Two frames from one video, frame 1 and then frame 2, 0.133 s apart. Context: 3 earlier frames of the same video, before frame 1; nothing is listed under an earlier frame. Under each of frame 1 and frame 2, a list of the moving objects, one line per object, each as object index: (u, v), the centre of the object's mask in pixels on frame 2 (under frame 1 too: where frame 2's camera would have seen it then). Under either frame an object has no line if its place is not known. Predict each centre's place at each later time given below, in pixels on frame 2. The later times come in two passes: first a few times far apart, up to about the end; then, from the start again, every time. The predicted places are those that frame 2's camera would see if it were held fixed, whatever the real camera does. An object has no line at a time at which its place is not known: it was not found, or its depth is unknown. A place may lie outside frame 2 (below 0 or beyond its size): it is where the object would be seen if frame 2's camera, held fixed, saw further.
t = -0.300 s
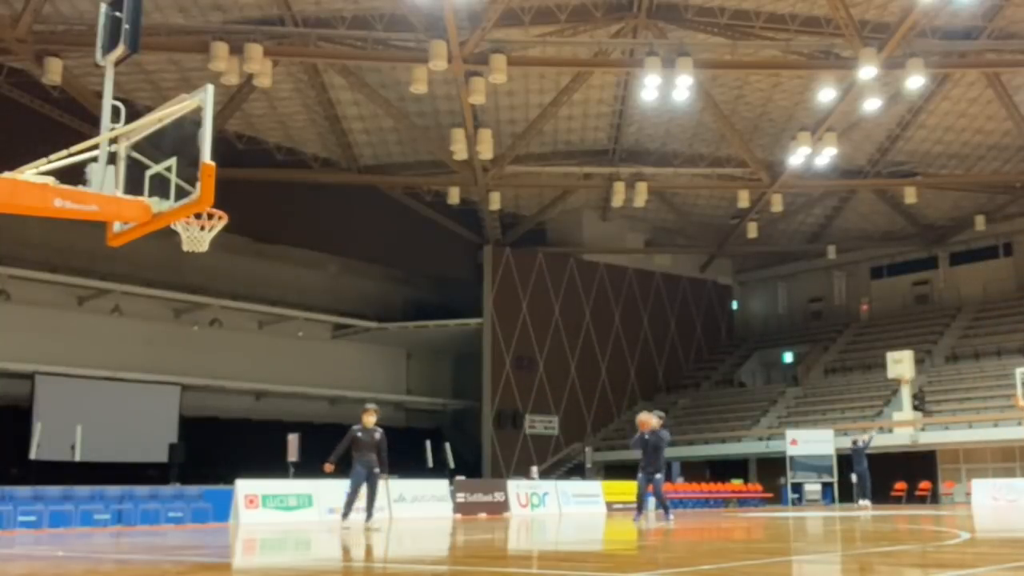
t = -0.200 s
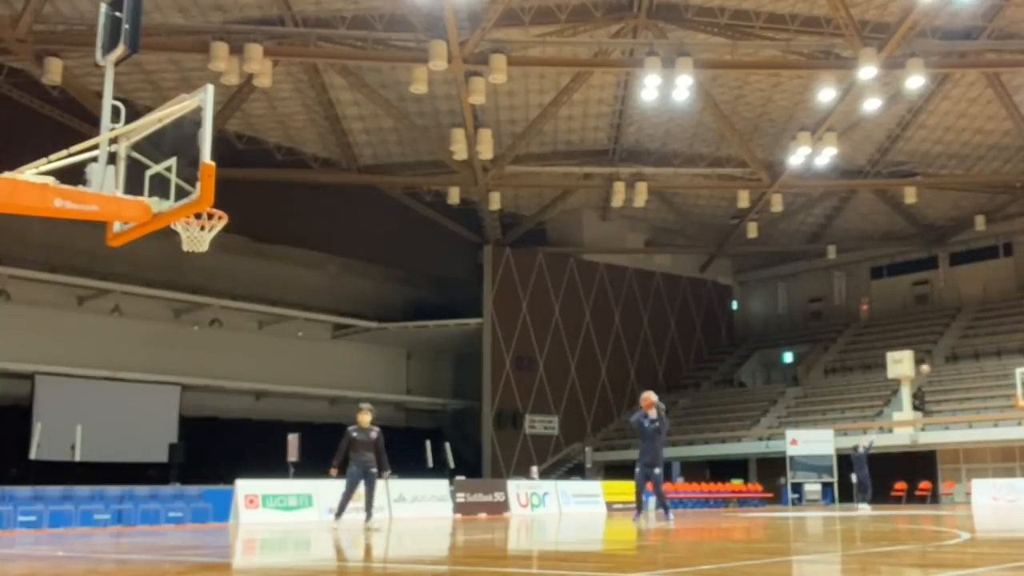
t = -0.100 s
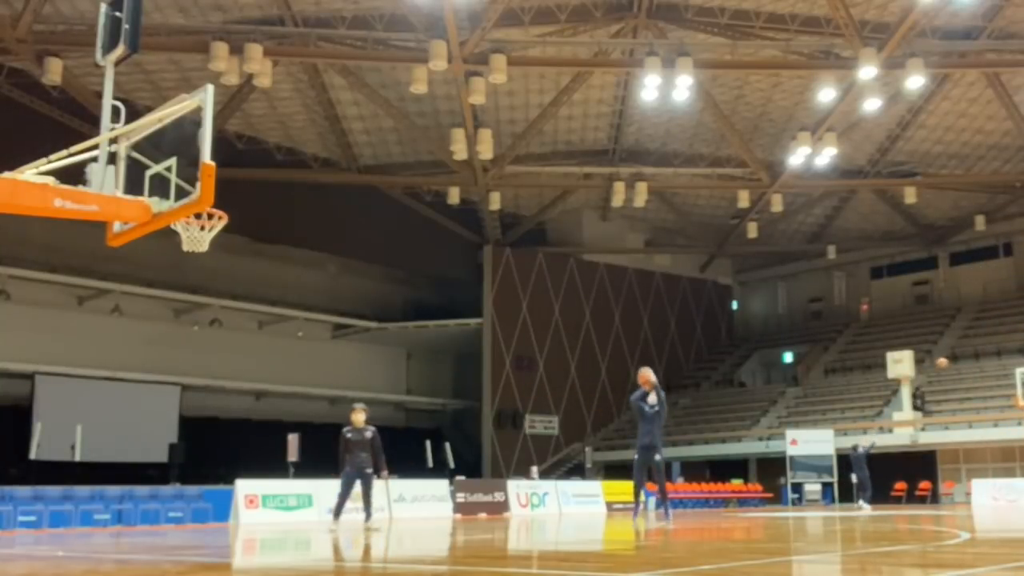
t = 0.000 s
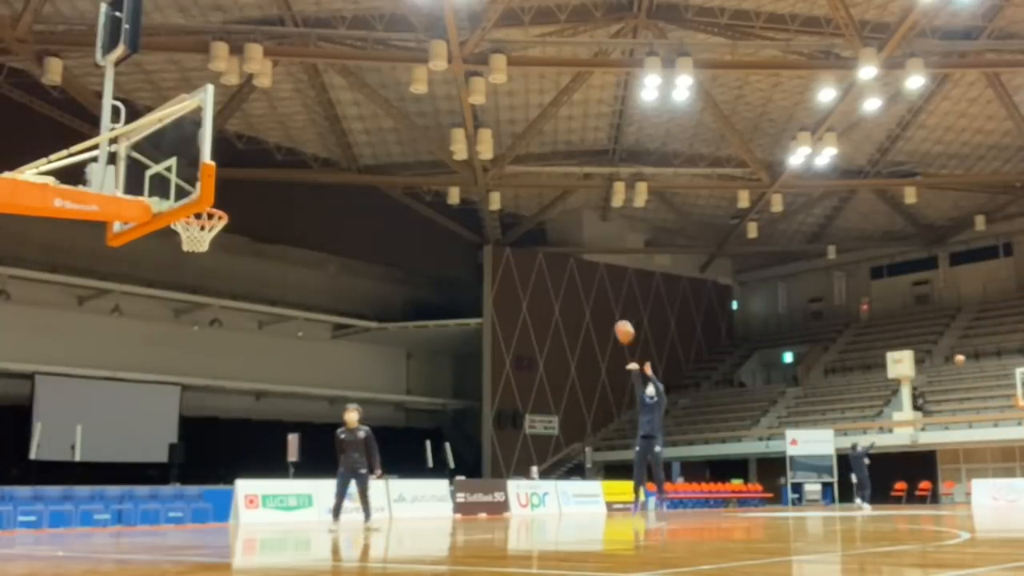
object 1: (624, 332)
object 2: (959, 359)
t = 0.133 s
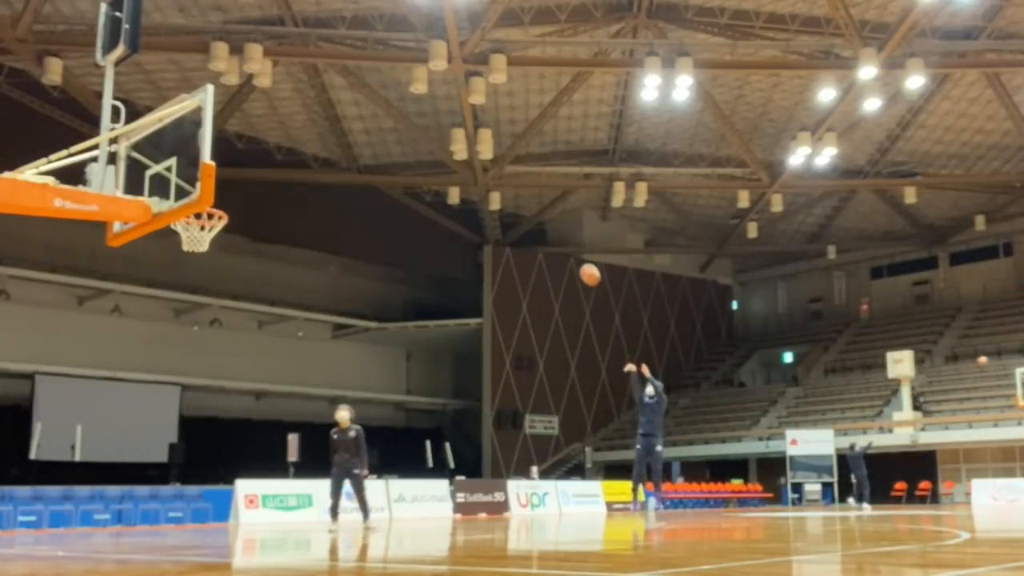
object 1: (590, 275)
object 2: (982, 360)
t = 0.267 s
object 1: (553, 226)
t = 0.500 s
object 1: (483, 164)
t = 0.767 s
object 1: (391, 135)
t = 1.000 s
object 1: (294, 154)
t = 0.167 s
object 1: (581, 262)
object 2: (988, 362)
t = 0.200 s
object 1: (572, 249)
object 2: (993, 363)
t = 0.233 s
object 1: (562, 237)
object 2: (1000, 365)
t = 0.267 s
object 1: (553, 226)
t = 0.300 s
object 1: (543, 215)
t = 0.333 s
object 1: (534, 205)
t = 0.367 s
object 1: (524, 196)
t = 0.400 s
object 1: (514, 187)
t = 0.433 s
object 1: (504, 179)
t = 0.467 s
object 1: (493, 172)
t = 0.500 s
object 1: (483, 164)
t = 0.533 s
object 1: (472, 159)
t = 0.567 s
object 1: (461, 153)
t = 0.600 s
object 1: (450, 148)
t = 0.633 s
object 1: (438, 143)
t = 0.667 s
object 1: (427, 140)
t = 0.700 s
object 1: (415, 138)
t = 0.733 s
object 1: (404, 136)
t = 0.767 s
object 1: (391, 135)
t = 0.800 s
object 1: (378, 134)
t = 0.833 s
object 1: (365, 136)
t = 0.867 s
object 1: (351, 138)
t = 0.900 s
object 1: (337, 140)
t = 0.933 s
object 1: (323, 144)
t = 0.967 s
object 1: (309, 149)
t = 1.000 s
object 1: (294, 154)
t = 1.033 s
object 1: (278, 161)
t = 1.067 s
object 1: (263, 169)
